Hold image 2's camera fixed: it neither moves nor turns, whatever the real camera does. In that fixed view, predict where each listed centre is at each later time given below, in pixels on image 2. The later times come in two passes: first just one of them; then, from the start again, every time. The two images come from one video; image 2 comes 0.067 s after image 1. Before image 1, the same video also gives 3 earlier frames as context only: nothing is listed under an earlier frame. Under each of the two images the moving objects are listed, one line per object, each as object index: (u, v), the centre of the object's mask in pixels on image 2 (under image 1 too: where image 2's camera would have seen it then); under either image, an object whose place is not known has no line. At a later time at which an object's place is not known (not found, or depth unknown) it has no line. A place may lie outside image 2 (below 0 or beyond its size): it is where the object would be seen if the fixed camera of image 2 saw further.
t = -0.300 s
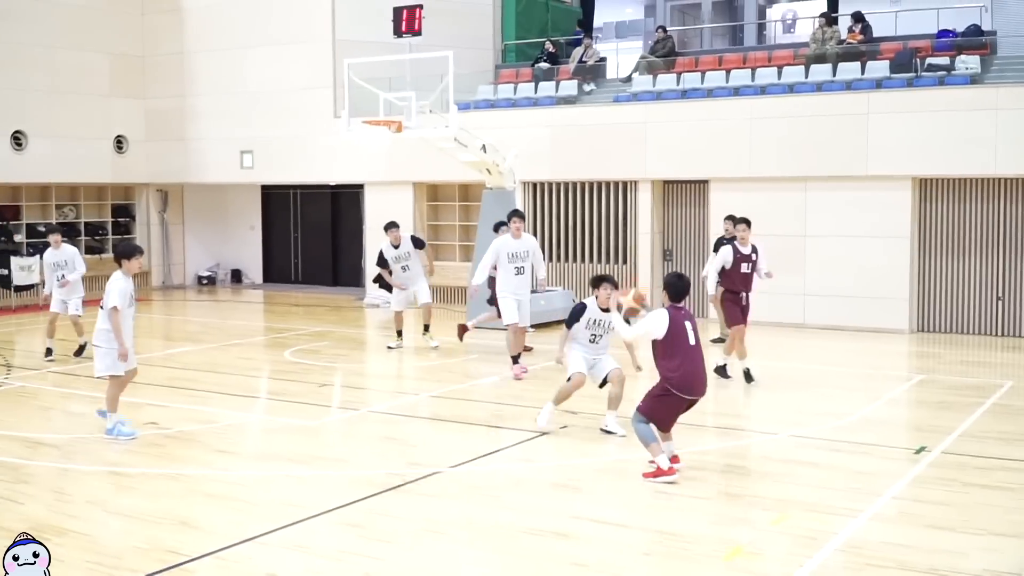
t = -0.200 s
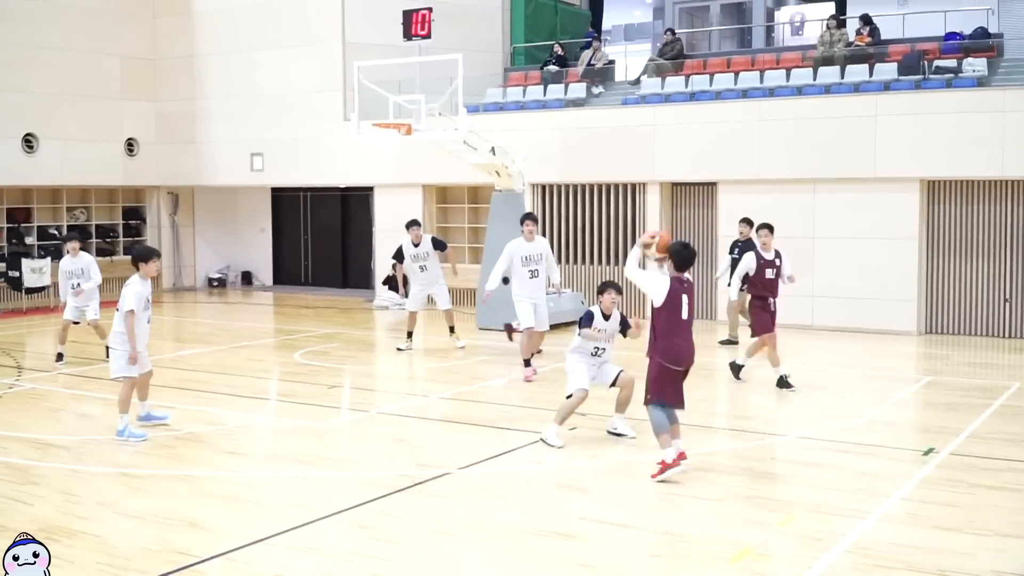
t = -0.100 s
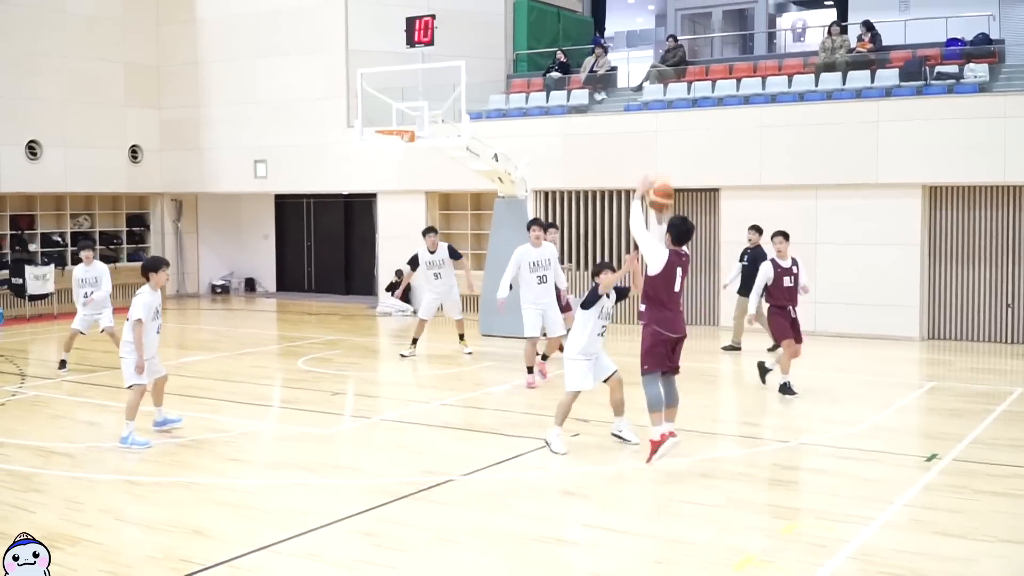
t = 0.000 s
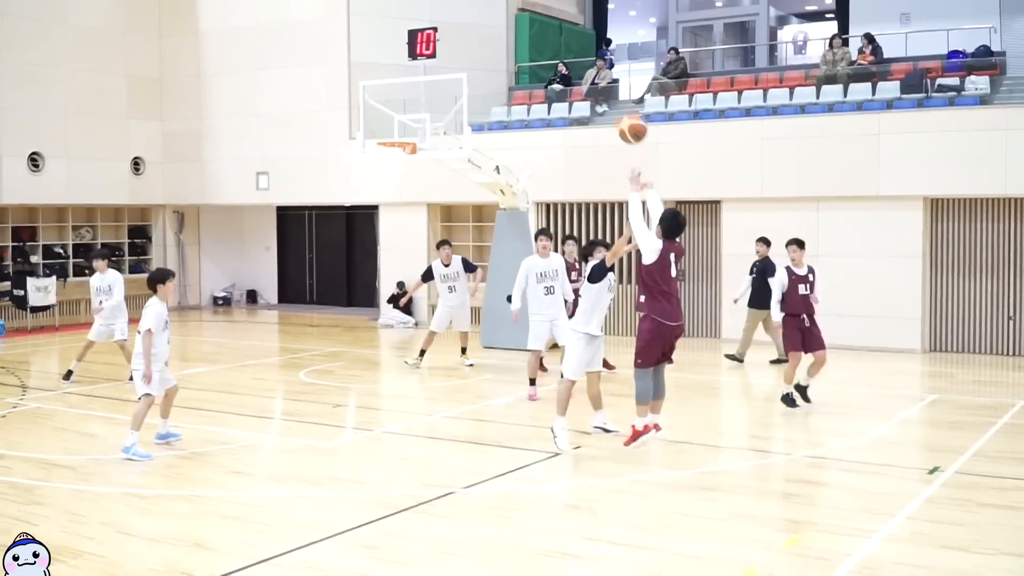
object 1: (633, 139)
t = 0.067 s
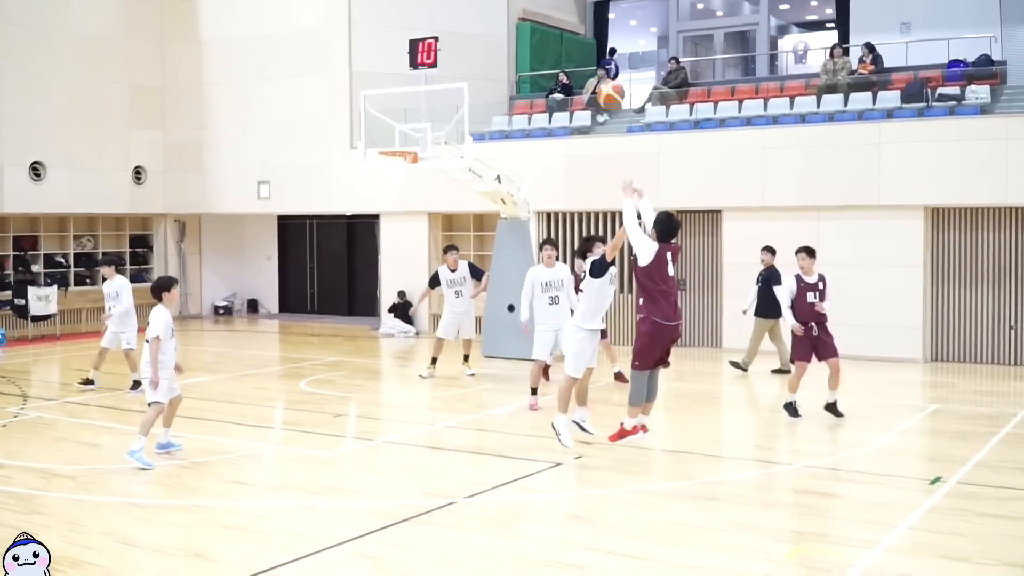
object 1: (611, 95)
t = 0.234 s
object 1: (562, 16)
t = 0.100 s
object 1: (601, 76)
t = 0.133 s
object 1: (590, 58)
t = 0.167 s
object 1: (581, 43)
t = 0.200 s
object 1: (571, 29)
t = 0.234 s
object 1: (562, 16)
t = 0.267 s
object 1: (554, 6)
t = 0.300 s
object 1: (546, -3)
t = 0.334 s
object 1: (538, -10)
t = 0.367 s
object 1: (530, -17)
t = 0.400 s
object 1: (523, -22)
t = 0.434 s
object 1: (516, -25)
